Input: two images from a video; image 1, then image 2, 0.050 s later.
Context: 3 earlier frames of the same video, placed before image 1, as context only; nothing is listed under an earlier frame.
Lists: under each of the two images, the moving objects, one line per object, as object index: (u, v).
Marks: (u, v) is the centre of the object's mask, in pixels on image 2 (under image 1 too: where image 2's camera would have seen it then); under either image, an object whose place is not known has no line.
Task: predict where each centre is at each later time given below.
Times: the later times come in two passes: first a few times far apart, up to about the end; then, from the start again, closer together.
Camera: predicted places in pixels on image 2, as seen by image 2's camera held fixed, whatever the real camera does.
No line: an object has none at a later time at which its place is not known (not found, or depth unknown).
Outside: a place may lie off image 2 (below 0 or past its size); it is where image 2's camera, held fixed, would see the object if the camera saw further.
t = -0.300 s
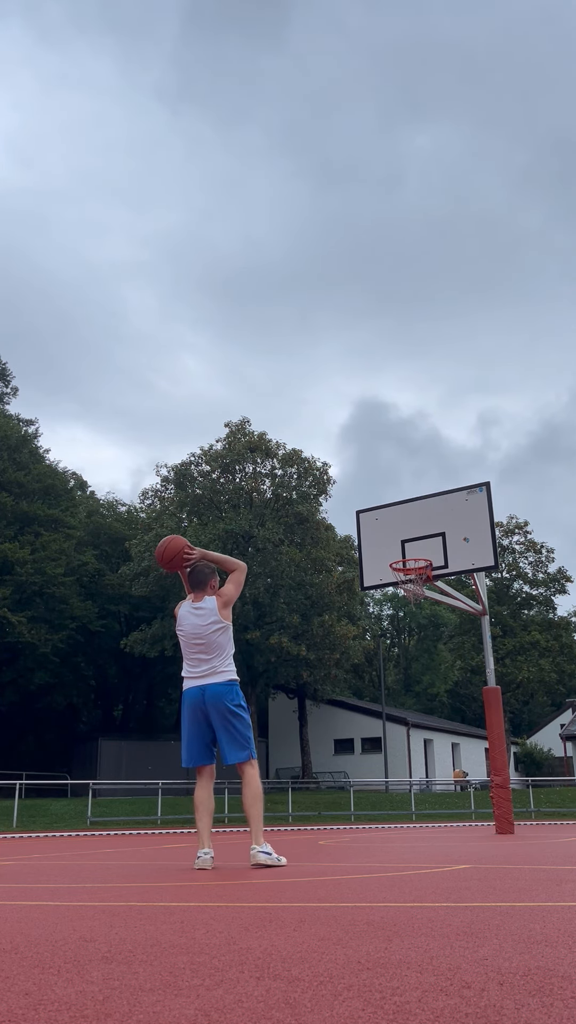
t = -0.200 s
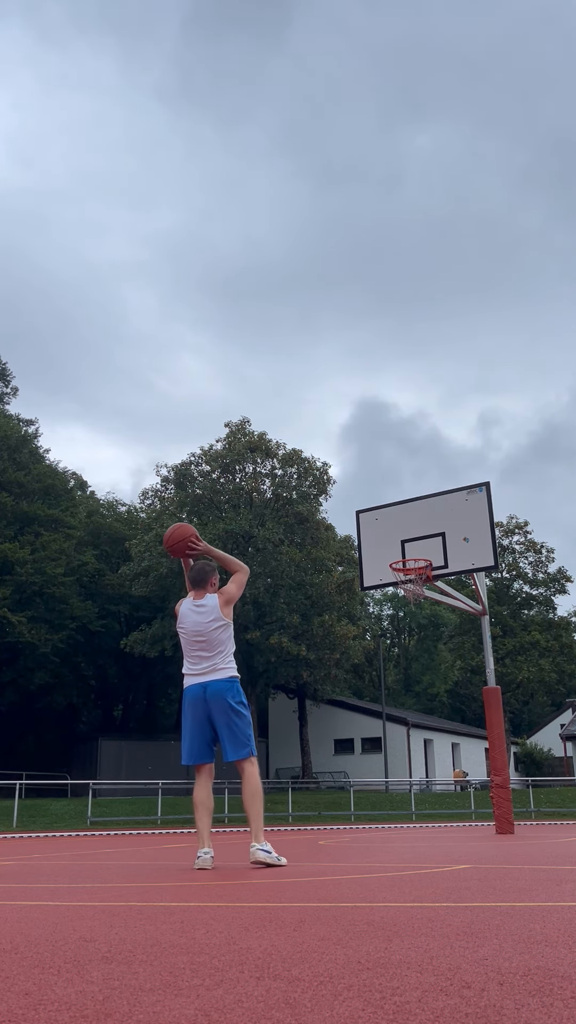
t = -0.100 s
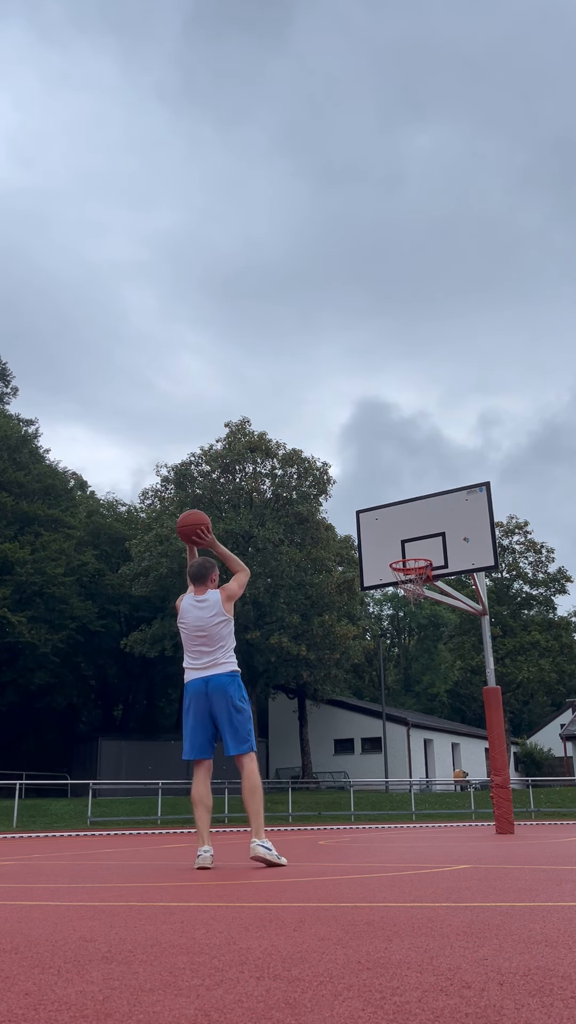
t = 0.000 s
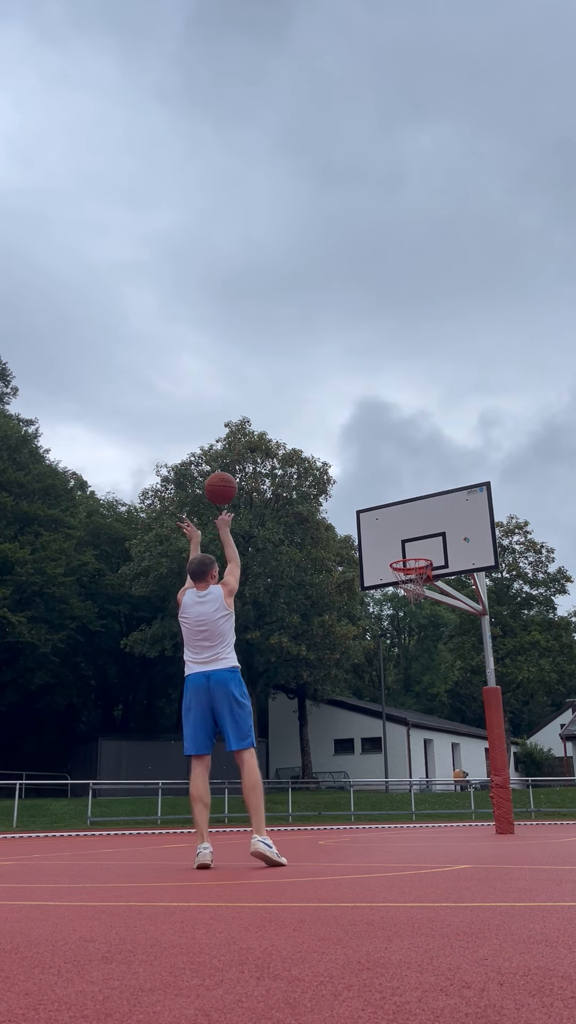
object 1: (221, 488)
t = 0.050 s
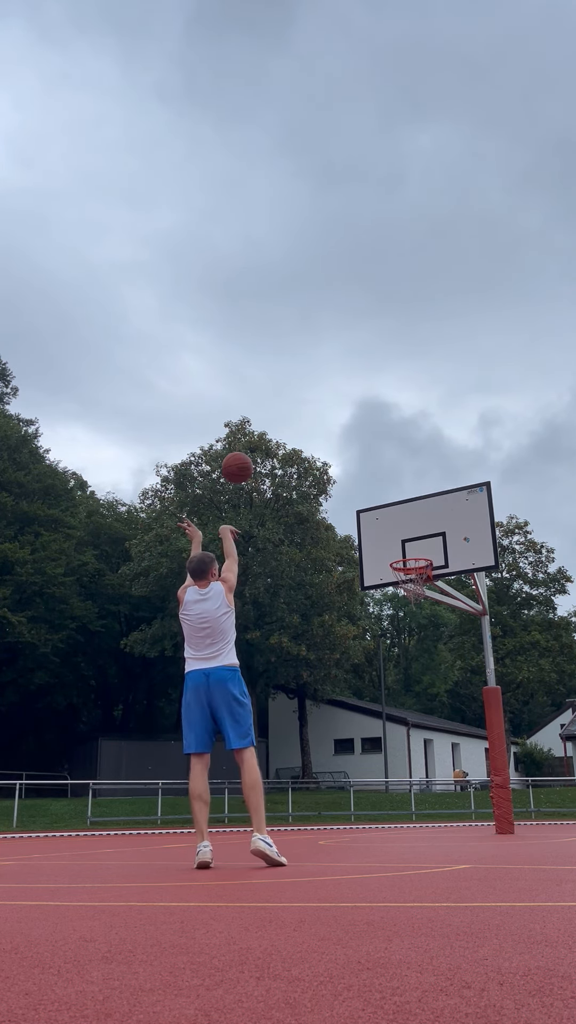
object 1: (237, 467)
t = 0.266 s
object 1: (295, 425)
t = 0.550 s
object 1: (350, 444)
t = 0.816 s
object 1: (393, 517)
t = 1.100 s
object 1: (411, 593)
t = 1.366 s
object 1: (406, 649)
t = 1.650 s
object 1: (405, 792)
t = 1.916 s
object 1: (405, 733)
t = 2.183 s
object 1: (408, 672)
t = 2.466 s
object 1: (415, 685)
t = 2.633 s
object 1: (423, 734)
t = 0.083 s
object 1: (247, 456)
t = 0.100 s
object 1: (252, 451)
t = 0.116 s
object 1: (257, 447)
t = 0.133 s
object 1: (262, 443)
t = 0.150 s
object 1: (266, 440)
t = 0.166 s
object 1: (270, 437)
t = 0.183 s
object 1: (274, 434)
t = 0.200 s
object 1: (279, 431)
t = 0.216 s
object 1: (283, 429)
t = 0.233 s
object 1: (287, 427)
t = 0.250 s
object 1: (291, 426)
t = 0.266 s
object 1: (295, 425)
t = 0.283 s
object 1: (299, 424)
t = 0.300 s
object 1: (302, 423)
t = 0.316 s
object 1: (306, 423)
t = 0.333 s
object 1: (309, 423)
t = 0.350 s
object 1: (313, 423)
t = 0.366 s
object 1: (316, 424)
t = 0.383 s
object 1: (320, 424)
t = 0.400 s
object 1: (323, 426)
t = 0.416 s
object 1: (326, 427)
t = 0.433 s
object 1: (329, 428)
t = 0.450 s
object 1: (333, 430)
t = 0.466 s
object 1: (336, 432)
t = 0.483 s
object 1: (339, 434)
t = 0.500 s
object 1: (342, 436)
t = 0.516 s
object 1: (345, 439)
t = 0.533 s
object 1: (348, 441)
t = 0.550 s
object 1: (350, 444)
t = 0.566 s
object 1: (353, 447)
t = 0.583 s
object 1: (356, 451)
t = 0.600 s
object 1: (359, 454)
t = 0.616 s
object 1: (362, 458)
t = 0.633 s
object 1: (365, 462)
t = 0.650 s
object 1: (367, 466)
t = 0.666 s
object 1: (370, 470)
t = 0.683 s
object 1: (373, 475)
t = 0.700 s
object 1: (375, 479)
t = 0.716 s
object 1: (378, 484)
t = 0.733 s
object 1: (381, 489)
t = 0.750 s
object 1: (383, 494)
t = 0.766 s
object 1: (386, 500)
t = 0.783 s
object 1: (388, 505)
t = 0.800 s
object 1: (391, 511)
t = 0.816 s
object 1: (393, 517)
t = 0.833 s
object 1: (396, 522)
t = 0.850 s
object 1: (398, 528)
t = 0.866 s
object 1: (401, 535)
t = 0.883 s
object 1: (403, 541)
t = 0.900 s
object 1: (406, 548)
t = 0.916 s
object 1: (408, 552)
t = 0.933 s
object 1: (410, 562)
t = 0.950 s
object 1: (413, 568)
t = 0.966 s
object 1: (413, 572)
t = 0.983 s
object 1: (414, 575)
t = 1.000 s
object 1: (414, 584)
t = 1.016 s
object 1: (414, 586)
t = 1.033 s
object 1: (413, 587)
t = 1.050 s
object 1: (413, 588)
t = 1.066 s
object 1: (412, 590)
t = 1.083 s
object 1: (412, 591)
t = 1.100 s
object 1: (411, 593)
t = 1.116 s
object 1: (411, 596)
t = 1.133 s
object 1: (410, 596)
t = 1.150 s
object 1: (410, 599)
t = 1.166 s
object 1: (410, 600)
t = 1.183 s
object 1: (409, 603)
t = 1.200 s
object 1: (409, 606)
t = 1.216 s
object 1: (408, 609)
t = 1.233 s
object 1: (408, 612)
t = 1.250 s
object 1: (408, 616)
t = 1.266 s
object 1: (407, 620)
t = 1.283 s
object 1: (407, 624)
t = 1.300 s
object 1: (407, 629)
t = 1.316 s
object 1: (407, 633)
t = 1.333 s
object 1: (407, 638)
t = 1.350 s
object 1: (407, 643)
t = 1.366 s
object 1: (406, 649)
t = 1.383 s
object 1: (406, 655)
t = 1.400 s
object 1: (406, 660)
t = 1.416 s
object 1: (406, 667)
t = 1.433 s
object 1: (406, 674)
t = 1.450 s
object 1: (406, 681)
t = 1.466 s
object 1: (406, 688)
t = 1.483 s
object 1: (405, 696)
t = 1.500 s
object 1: (406, 704)
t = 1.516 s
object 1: (405, 713)
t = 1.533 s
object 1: (405, 721)
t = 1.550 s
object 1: (405, 730)
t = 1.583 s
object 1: (405, 749)
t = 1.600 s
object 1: (405, 759)
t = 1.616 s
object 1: (405, 769)
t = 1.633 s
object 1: (405, 780)
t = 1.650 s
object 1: (405, 792)
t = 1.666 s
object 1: (405, 803)
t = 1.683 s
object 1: (406, 815)
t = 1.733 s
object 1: (406, 818)
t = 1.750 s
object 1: (406, 809)
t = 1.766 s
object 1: (406, 800)
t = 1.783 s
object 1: (405, 792)
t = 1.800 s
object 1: (405, 783)
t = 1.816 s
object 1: (405, 775)
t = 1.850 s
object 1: (405, 760)
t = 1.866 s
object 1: (405, 753)
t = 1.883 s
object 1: (405, 746)
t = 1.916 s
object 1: (405, 733)
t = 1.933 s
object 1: (406, 727)
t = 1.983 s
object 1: (405, 712)
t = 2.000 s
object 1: (406, 706)
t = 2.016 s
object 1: (406, 702)
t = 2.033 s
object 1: (406, 698)
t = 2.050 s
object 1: (406, 694)
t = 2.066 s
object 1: (406, 690)
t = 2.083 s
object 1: (406, 687)
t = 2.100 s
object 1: (406, 683)
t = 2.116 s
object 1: (406, 681)
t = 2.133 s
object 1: (407, 678)
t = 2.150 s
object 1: (407, 676)
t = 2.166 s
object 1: (407, 674)
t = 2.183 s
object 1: (408, 672)
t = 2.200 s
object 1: (408, 670)
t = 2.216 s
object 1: (408, 669)
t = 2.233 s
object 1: (409, 668)
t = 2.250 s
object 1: (409, 667)
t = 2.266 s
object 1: (409, 667)
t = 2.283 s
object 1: (410, 667)
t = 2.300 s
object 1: (410, 667)
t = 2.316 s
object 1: (410, 667)
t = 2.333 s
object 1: (411, 668)
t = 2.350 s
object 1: (411, 669)
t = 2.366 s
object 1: (412, 670)
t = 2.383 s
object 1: (413, 672)
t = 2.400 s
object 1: (413, 673)
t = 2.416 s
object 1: (414, 676)
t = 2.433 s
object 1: (414, 678)
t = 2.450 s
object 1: (415, 681)
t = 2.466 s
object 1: (415, 685)
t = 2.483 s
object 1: (416, 688)
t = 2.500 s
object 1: (417, 692)
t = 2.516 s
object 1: (418, 696)
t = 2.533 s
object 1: (418, 700)
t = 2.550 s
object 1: (419, 705)
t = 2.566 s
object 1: (420, 710)
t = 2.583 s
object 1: (421, 715)
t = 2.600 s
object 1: (421, 721)
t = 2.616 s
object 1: (422, 727)
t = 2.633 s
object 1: (423, 734)
